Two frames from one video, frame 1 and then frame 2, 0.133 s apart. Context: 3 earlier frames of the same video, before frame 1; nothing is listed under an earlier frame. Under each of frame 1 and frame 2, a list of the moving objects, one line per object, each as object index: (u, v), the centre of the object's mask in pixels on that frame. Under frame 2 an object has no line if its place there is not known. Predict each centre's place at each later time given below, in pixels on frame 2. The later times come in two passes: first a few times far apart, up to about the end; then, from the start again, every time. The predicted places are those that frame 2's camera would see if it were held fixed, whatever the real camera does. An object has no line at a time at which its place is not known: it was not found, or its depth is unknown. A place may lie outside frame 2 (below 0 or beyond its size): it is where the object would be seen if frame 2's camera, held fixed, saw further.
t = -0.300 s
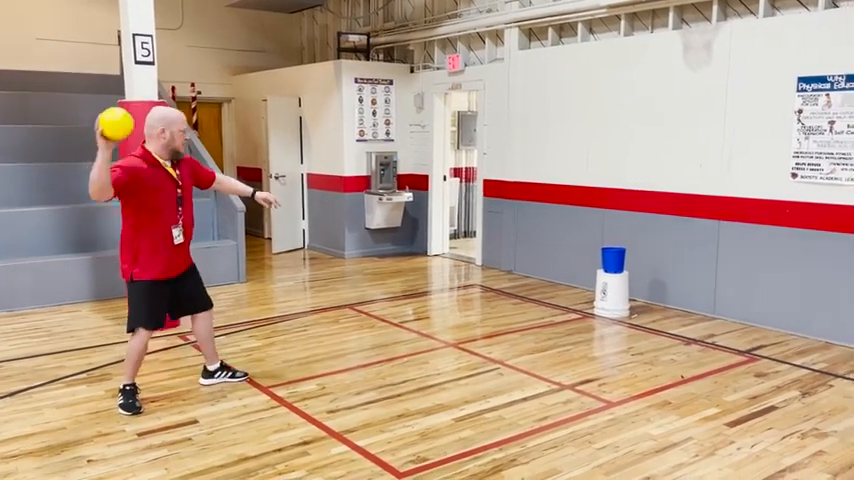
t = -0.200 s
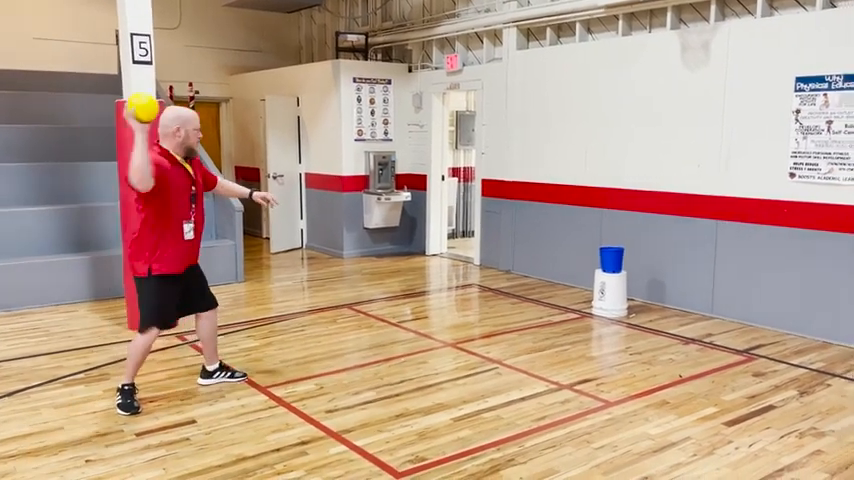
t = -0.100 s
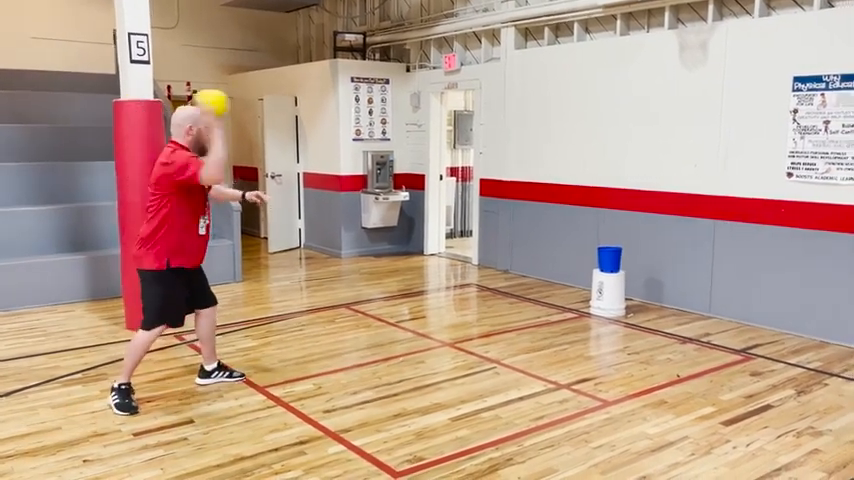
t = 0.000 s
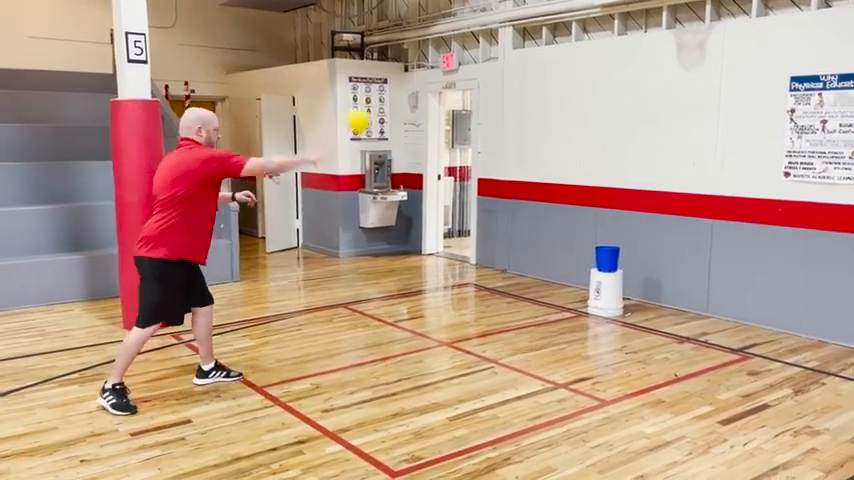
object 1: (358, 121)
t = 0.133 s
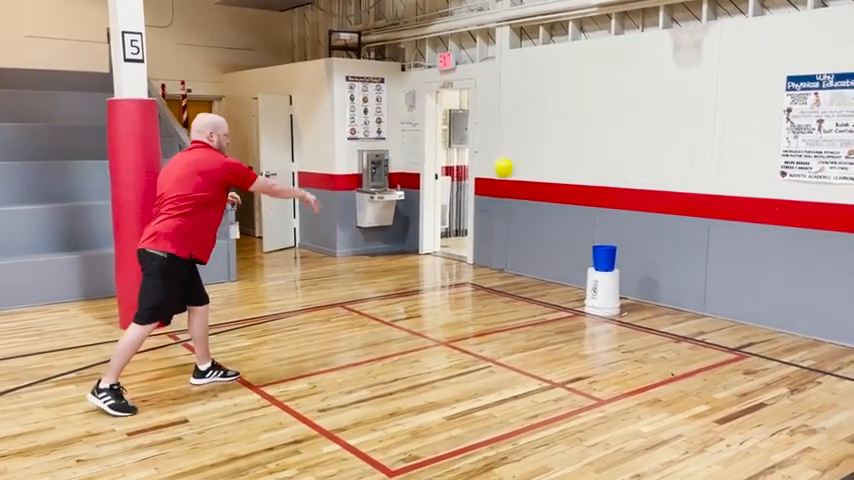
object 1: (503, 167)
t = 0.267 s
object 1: (601, 216)
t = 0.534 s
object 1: (628, 302)
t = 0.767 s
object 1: (632, 307)
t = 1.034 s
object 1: (631, 337)
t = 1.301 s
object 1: (626, 370)
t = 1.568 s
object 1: (621, 399)
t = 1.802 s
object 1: (616, 429)
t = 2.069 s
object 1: (611, 469)
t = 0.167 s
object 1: (532, 181)
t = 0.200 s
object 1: (557, 192)
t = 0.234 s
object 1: (579, 203)
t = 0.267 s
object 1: (601, 216)
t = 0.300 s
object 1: (621, 228)
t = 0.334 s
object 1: (640, 241)
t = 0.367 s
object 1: (657, 255)
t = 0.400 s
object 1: (655, 267)
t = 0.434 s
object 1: (645, 280)
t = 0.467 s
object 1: (635, 295)
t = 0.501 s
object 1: (628, 306)
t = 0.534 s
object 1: (628, 302)
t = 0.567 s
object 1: (629, 298)
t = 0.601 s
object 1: (629, 297)
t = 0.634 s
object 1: (630, 296)
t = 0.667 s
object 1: (630, 297)
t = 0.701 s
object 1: (631, 299)
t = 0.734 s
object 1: (632, 303)
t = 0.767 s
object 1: (632, 307)
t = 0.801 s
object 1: (632, 313)
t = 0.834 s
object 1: (633, 322)
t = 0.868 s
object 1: (633, 331)
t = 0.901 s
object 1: (633, 337)
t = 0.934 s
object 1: (633, 335)
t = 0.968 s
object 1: (633, 334)
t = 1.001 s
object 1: (632, 334)
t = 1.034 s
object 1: (631, 337)
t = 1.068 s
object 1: (631, 341)
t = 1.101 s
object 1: (630, 347)
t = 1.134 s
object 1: (629, 354)
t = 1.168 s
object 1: (629, 358)
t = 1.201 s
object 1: (628, 359)
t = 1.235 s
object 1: (628, 361)
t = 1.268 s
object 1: (627, 365)
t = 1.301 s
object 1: (626, 370)
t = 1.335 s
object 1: (626, 375)
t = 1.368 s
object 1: (625, 377)
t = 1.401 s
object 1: (624, 380)
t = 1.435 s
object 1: (624, 385)
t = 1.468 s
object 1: (623, 388)
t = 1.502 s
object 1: (622, 391)
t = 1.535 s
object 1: (621, 396)
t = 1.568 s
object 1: (621, 399)
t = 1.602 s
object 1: (620, 404)
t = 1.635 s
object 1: (620, 407)
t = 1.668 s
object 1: (619, 412)
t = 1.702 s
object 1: (618, 415)
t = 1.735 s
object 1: (617, 420)
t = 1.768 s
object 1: (617, 424)
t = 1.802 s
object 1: (616, 429)
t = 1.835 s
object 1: (615, 433)
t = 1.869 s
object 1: (615, 438)
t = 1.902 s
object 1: (615, 442)
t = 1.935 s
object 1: (614, 447)
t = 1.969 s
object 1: (613, 452)
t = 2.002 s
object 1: (612, 458)
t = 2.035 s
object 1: (611, 463)
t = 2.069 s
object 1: (611, 469)
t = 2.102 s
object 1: (610, 474)
